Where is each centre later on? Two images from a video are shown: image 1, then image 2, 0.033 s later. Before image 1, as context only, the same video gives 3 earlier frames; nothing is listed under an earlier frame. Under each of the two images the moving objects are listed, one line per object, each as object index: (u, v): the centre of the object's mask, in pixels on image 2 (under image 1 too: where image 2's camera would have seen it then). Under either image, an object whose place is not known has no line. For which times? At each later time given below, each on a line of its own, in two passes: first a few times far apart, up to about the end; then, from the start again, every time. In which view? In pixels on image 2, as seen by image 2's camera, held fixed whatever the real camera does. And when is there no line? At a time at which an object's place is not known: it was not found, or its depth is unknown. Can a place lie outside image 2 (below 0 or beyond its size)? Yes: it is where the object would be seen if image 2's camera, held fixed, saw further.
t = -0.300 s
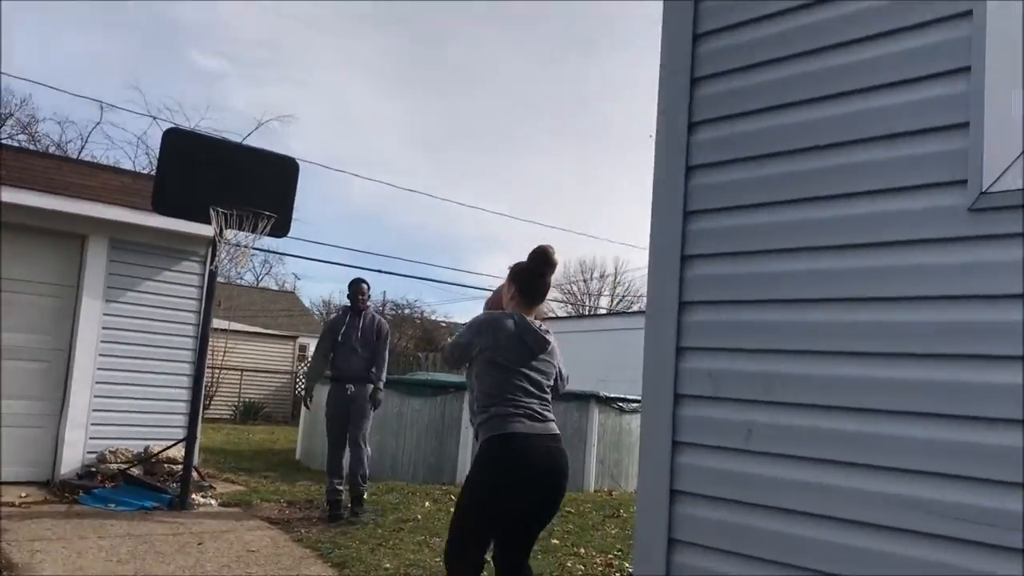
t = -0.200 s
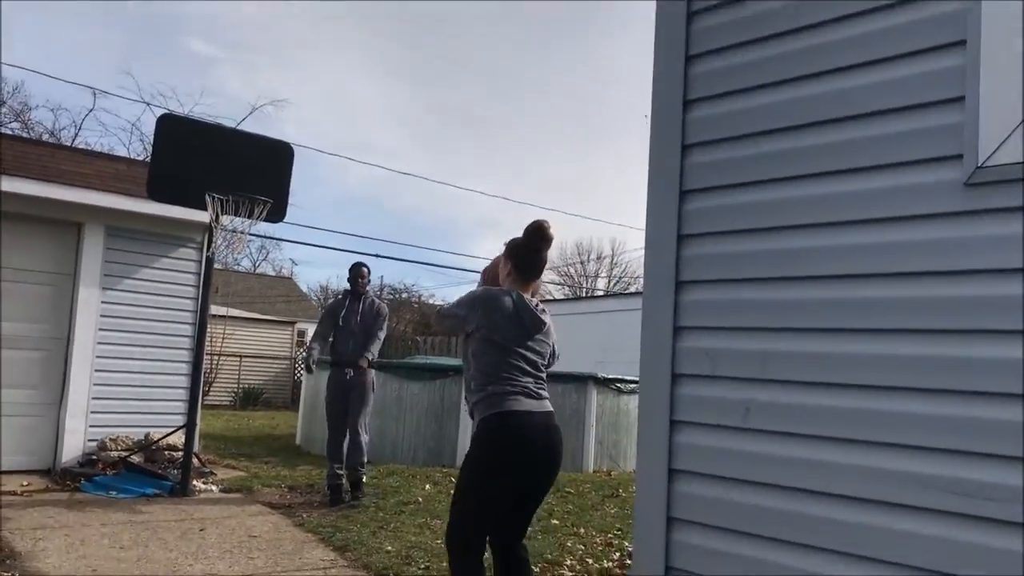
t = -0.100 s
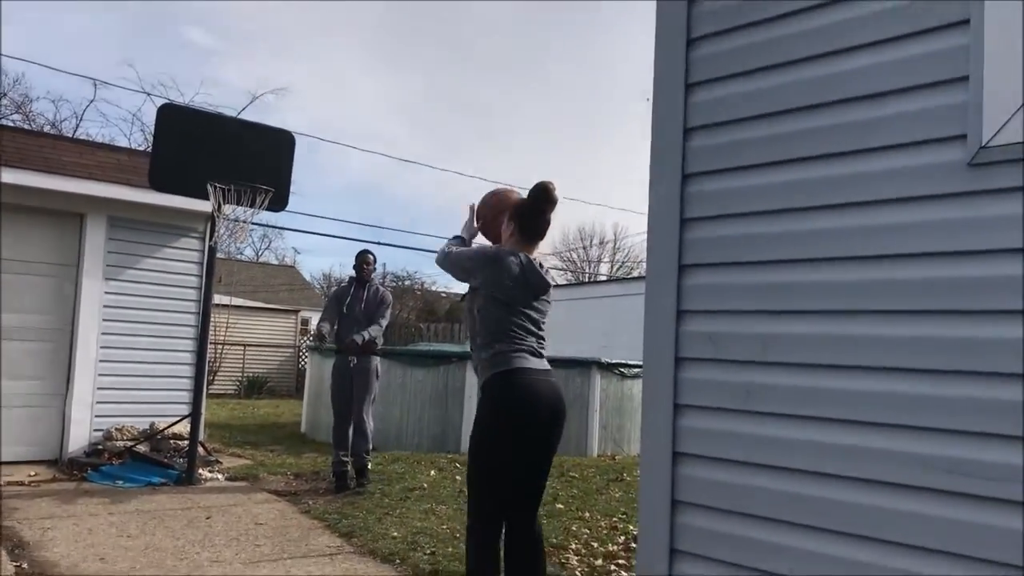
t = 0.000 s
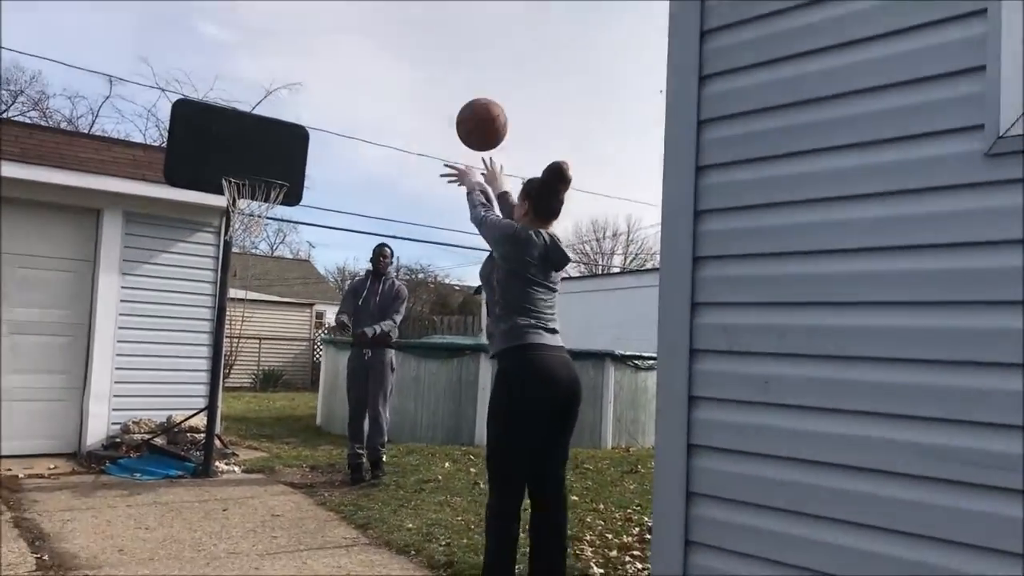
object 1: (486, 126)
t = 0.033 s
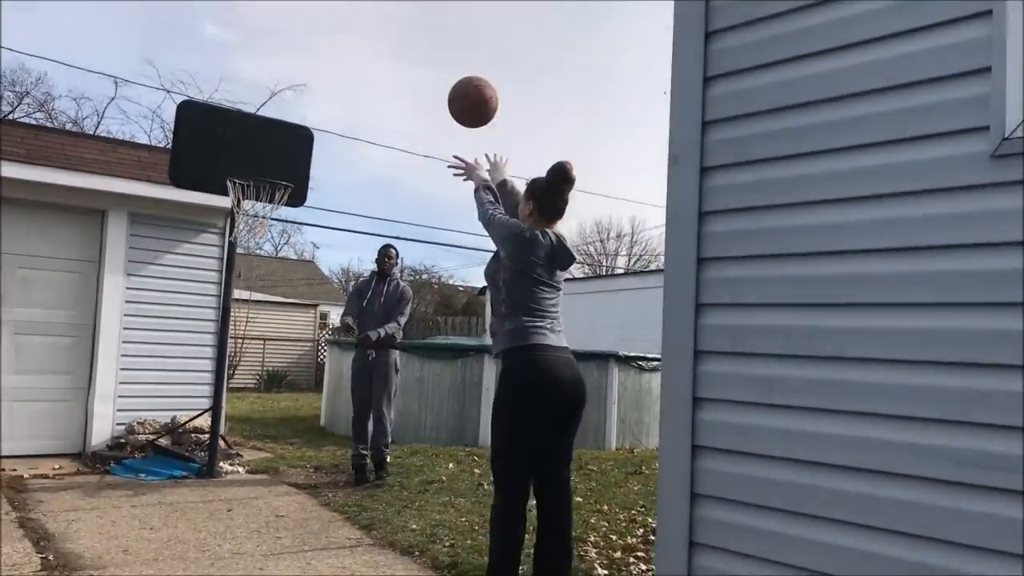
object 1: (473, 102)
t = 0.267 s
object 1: (395, 23)
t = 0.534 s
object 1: (327, 55)
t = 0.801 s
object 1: (274, 168)
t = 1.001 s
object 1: (256, 237)
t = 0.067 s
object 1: (460, 82)
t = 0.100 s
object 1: (448, 65)
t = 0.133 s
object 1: (437, 51)
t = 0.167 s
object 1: (425, 40)
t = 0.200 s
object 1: (415, 32)
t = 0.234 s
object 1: (405, 27)
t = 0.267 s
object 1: (395, 23)
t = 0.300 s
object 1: (385, 21)
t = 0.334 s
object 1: (376, 21)
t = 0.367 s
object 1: (368, 23)
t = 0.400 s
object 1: (359, 26)
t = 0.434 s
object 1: (351, 31)
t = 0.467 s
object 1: (343, 38)
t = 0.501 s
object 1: (335, 46)
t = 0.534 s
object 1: (327, 55)
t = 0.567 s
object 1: (320, 66)
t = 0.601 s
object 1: (313, 77)
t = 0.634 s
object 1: (306, 91)
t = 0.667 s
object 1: (299, 105)
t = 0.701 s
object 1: (293, 119)
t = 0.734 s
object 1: (286, 135)
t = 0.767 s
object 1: (280, 152)
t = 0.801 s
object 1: (274, 168)
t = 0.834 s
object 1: (268, 188)
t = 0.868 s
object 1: (263, 207)
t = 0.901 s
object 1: (257, 220)
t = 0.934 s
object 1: (254, 227)
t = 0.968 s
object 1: (255, 232)
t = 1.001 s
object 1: (256, 237)
